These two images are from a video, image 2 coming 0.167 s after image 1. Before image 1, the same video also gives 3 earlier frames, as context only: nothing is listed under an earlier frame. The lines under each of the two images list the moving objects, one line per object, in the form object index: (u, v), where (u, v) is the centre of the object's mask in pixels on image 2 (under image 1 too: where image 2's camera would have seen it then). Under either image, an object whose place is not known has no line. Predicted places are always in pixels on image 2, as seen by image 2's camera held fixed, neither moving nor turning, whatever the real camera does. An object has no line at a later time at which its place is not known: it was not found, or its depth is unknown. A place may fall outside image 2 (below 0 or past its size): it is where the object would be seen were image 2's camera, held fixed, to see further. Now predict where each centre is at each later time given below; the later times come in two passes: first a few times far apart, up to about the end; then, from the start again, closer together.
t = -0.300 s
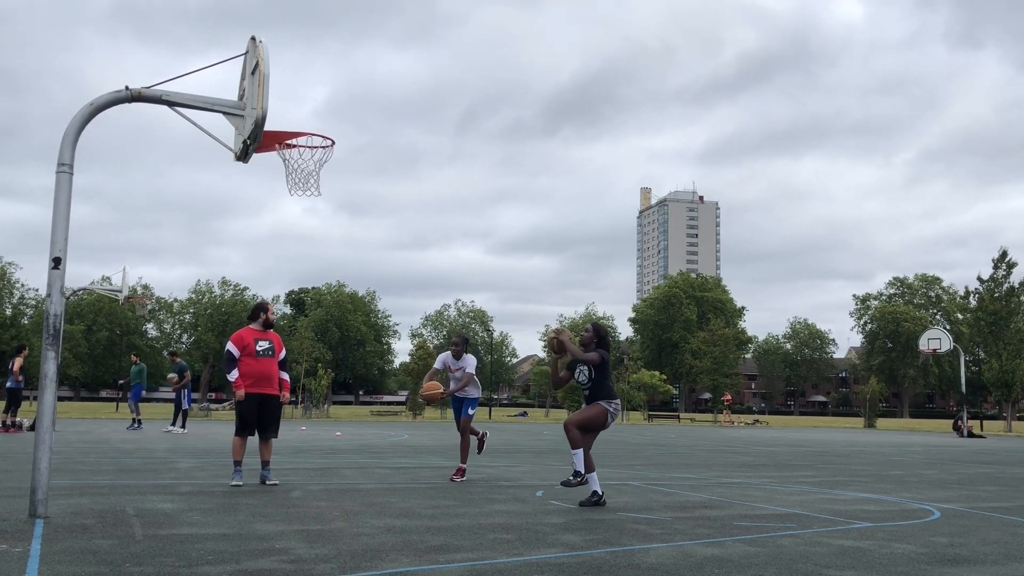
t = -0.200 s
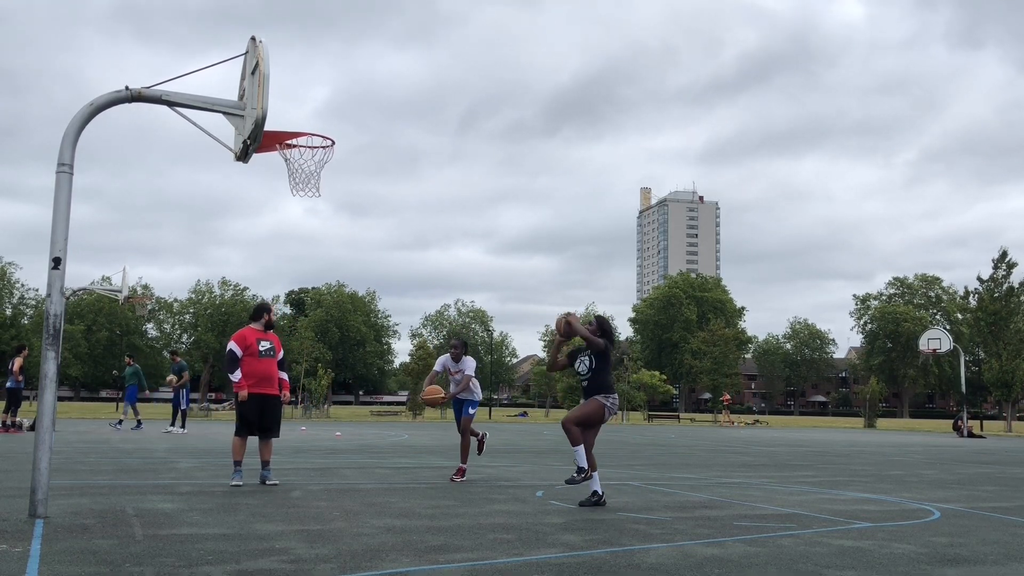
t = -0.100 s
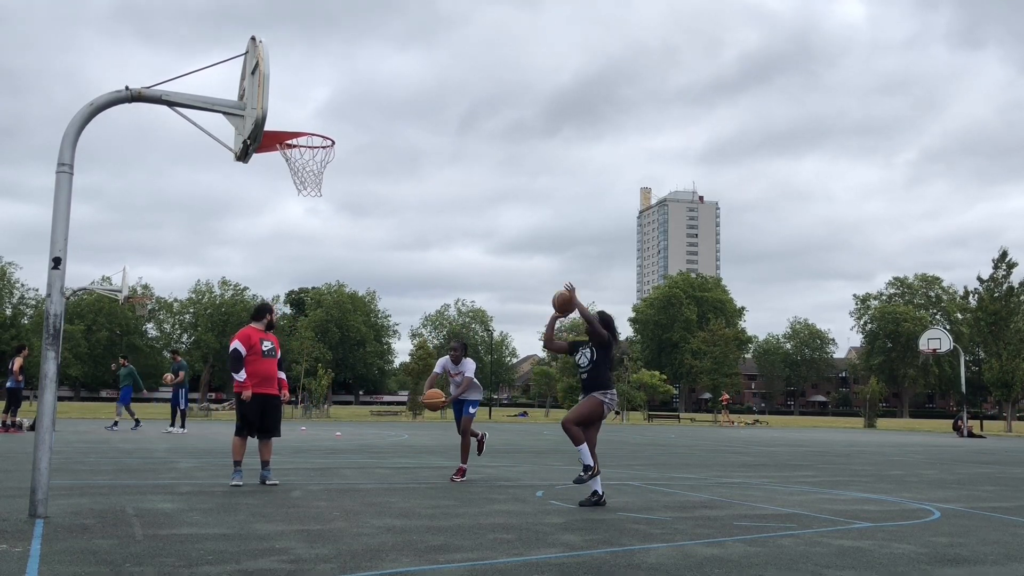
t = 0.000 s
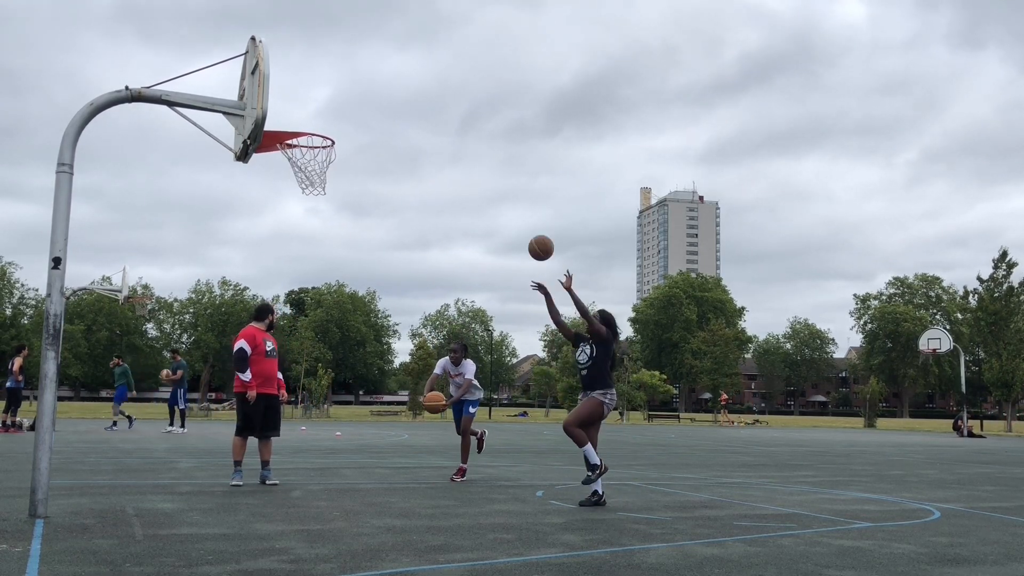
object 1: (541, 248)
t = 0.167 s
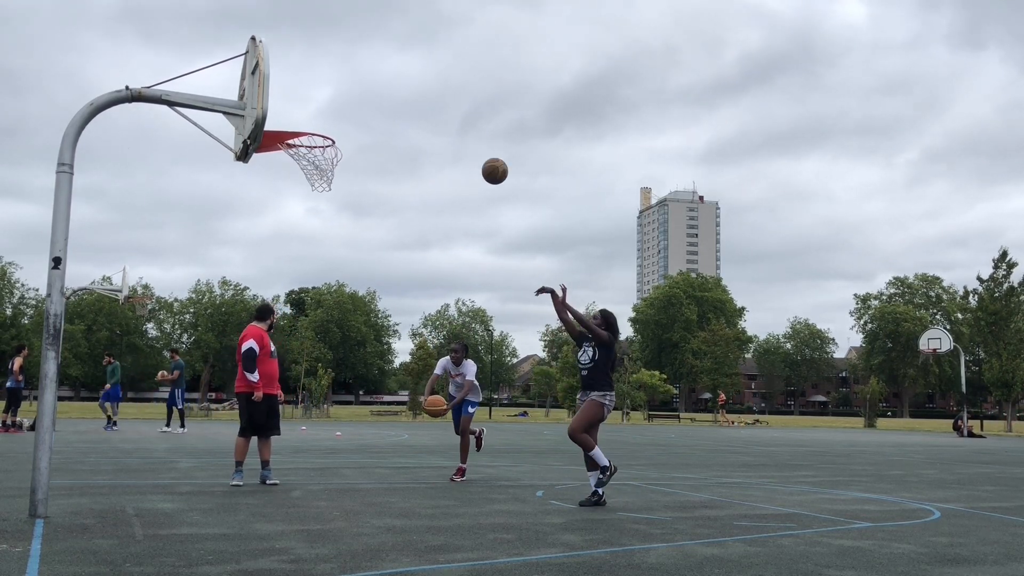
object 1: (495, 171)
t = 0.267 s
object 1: (466, 138)
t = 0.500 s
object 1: (396, 101)
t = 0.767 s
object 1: (308, 133)
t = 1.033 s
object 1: (257, 200)
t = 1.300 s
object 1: (226, 323)
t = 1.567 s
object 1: (199, 471)
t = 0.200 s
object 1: (485, 159)
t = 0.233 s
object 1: (476, 148)
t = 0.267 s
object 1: (466, 138)
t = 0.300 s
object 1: (456, 129)
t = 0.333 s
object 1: (447, 121)
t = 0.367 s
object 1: (437, 115)
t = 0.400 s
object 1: (427, 109)
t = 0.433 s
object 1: (417, 105)
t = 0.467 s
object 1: (406, 102)
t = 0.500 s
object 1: (396, 101)
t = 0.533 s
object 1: (385, 100)
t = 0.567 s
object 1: (374, 101)
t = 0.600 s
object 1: (364, 103)
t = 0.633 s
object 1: (353, 107)
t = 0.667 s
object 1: (341, 111)
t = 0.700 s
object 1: (330, 117)
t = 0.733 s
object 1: (318, 125)
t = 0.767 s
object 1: (308, 133)
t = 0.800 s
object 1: (299, 147)
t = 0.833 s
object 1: (288, 153)
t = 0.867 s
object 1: (279, 161)
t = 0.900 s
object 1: (273, 167)
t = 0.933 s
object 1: (269, 173)
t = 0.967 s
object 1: (265, 181)
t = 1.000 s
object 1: (261, 190)
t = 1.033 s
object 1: (257, 200)
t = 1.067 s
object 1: (253, 211)
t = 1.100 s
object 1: (249, 223)
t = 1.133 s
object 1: (245, 237)
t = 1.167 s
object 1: (242, 252)
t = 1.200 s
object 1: (238, 268)
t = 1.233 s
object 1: (233, 285)
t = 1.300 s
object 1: (226, 323)
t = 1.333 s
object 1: (221, 343)
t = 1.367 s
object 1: (218, 364)
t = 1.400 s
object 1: (213, 388)
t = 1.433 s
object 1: (209, 413)
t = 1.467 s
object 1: (205, 439)
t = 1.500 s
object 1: (200, 466)
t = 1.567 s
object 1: (199, 471)
